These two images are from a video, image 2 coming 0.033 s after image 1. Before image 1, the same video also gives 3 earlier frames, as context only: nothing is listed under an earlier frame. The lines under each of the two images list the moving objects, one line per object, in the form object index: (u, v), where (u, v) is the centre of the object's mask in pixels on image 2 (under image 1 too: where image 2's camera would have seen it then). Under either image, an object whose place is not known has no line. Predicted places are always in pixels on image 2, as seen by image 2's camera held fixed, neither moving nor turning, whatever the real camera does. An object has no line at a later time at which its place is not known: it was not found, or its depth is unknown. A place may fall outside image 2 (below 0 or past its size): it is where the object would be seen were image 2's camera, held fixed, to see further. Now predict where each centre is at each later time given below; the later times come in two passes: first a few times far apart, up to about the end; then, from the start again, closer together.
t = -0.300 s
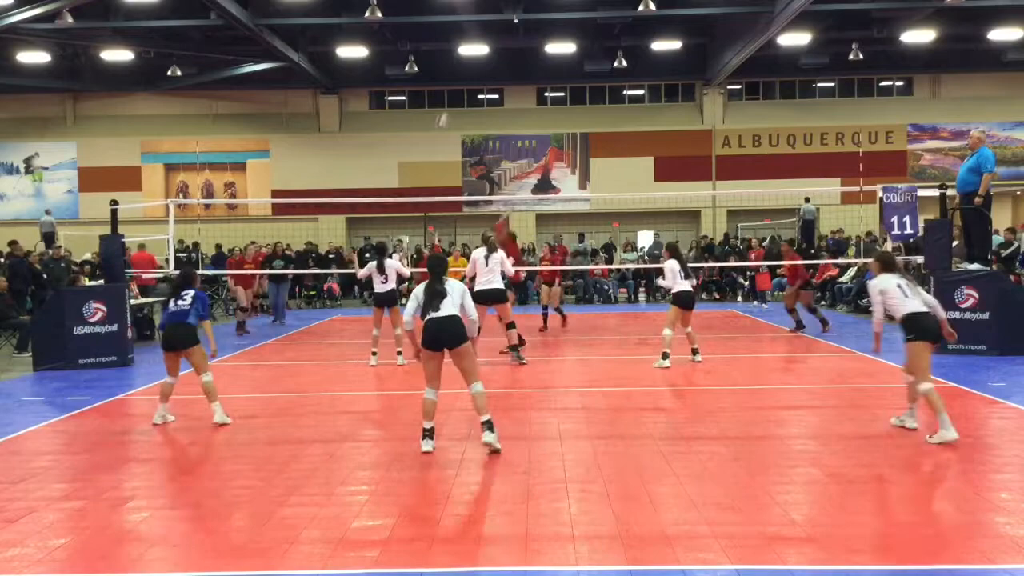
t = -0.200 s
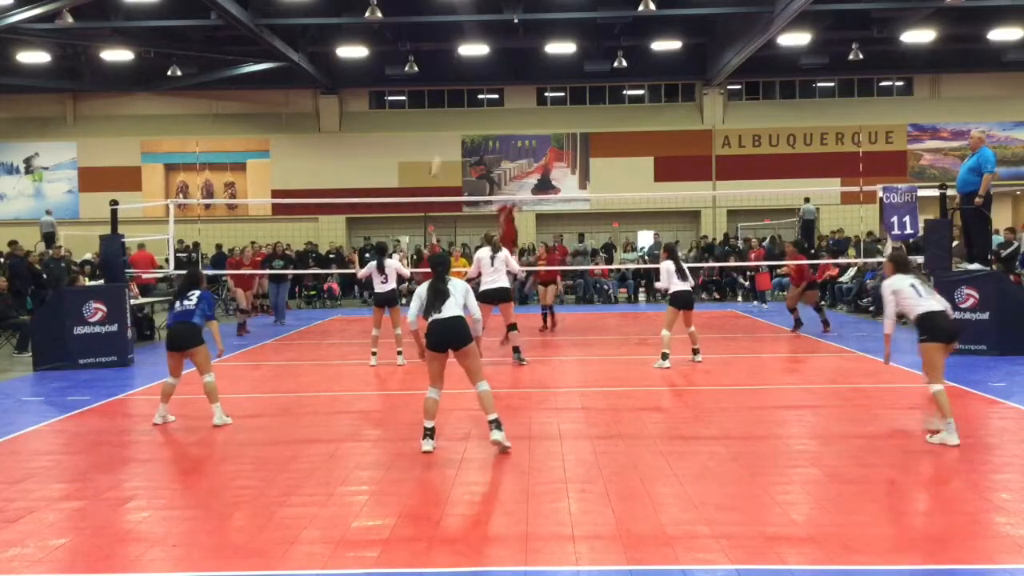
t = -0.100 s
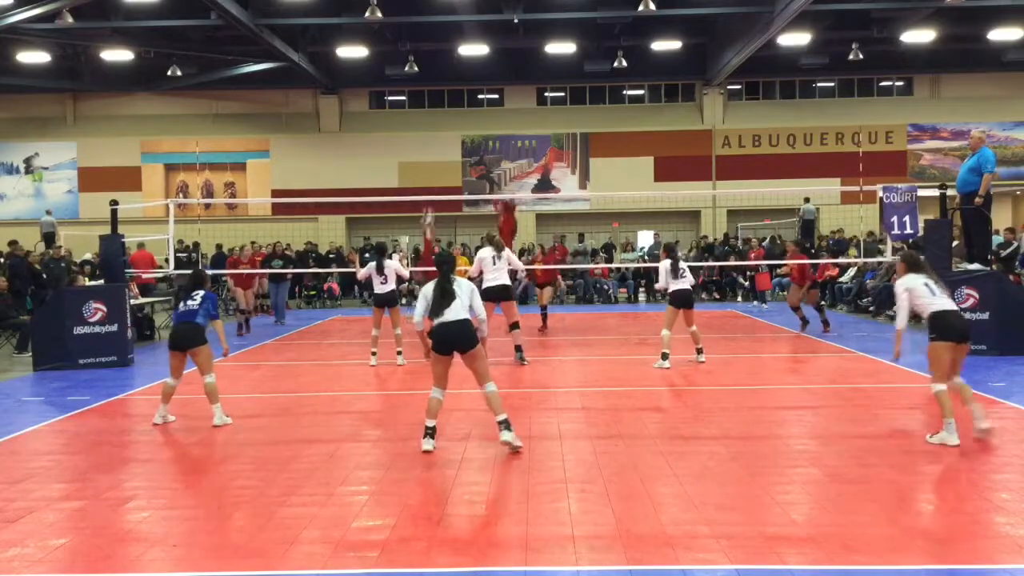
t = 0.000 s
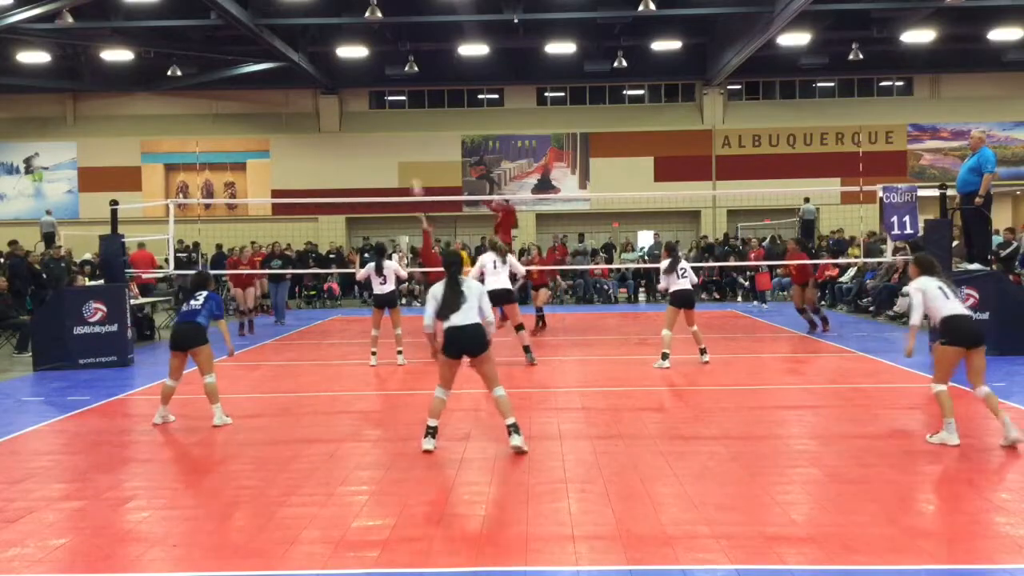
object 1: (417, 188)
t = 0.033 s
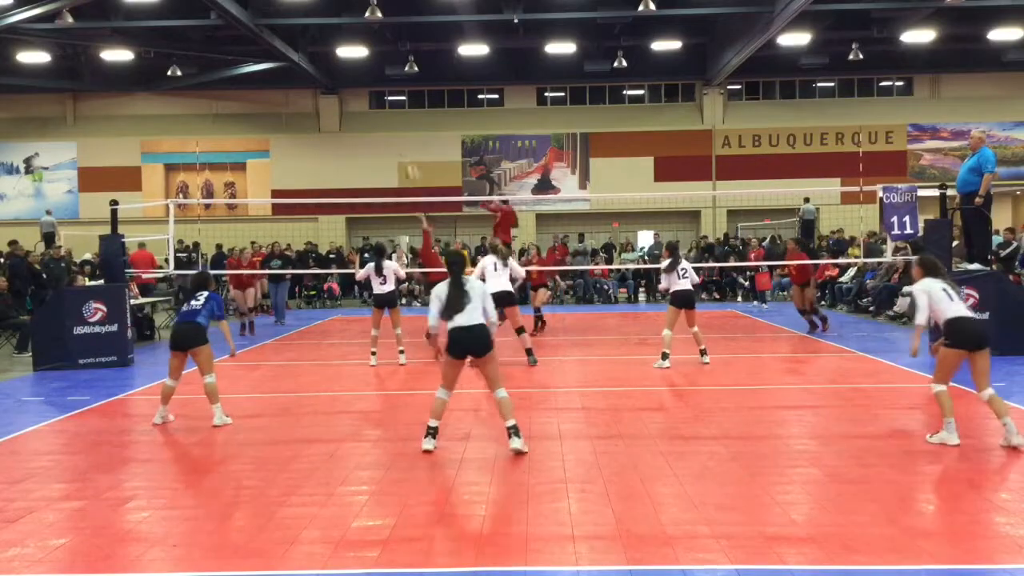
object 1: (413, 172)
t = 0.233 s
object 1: (386, 100)
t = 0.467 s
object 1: (360, 49)
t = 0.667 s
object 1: (335, 33)
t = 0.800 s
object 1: (320, 37)
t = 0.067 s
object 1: (407, 159)
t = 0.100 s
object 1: (403, 146)
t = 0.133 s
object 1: (399, 133)
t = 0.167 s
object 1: (395, 121)
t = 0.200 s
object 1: (390, 109)
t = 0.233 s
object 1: (386, 100)
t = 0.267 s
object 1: (382, 91)
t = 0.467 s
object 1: (360, 49)
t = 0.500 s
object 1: (354, 43)
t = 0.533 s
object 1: (349, 40)
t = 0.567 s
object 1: (346, 37)
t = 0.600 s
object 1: (342, 35)
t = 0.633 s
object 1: (338, 33)
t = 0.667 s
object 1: (335, 33)
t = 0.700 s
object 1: (331, 33)
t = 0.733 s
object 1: (327, 34)
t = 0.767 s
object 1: (324, 36)
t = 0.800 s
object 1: (320, 37)
